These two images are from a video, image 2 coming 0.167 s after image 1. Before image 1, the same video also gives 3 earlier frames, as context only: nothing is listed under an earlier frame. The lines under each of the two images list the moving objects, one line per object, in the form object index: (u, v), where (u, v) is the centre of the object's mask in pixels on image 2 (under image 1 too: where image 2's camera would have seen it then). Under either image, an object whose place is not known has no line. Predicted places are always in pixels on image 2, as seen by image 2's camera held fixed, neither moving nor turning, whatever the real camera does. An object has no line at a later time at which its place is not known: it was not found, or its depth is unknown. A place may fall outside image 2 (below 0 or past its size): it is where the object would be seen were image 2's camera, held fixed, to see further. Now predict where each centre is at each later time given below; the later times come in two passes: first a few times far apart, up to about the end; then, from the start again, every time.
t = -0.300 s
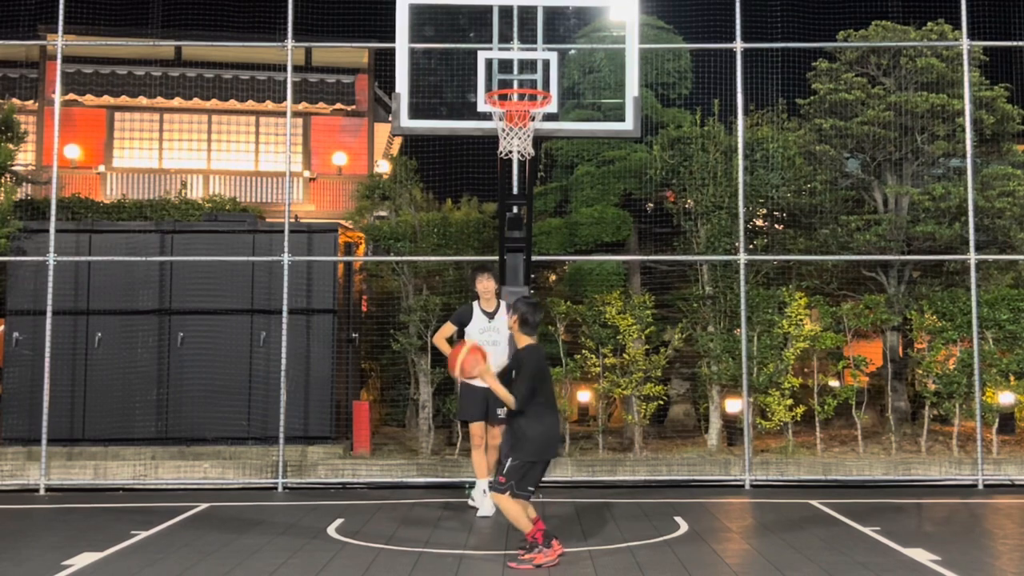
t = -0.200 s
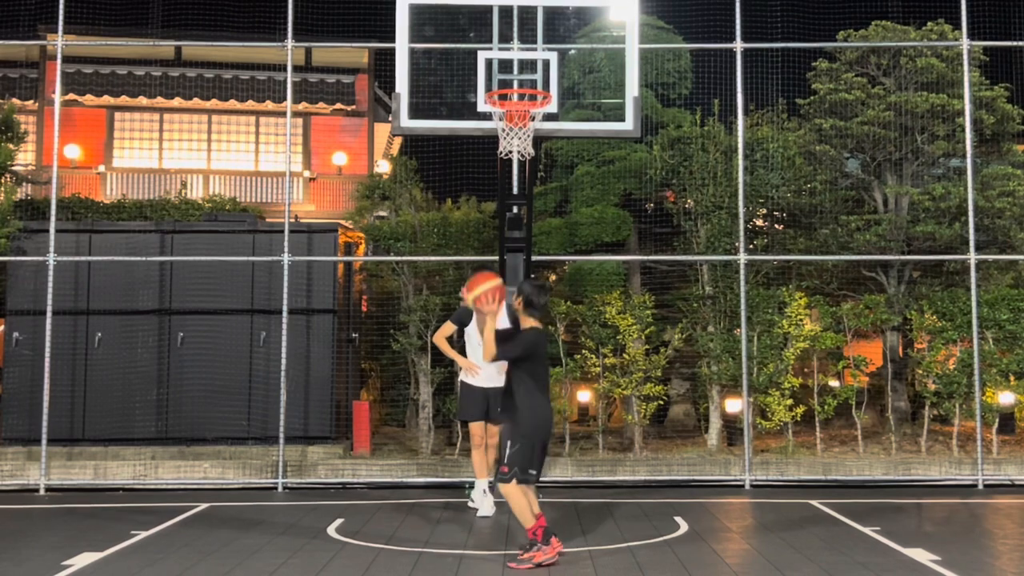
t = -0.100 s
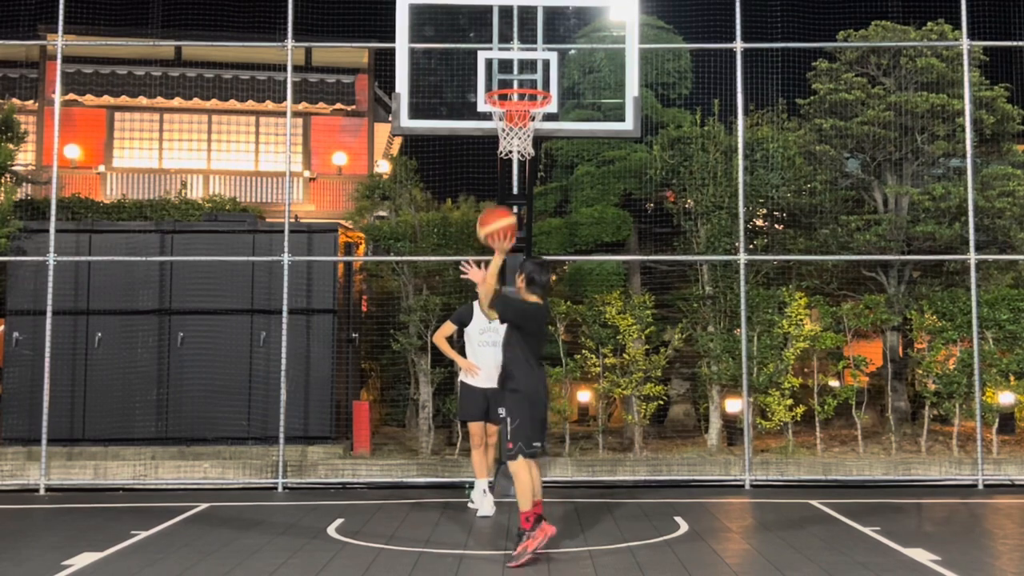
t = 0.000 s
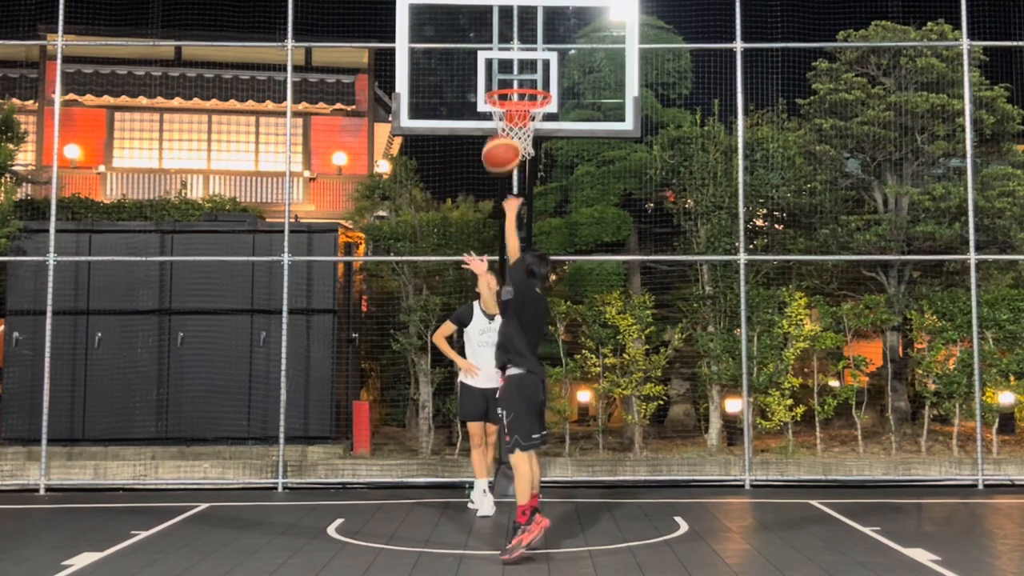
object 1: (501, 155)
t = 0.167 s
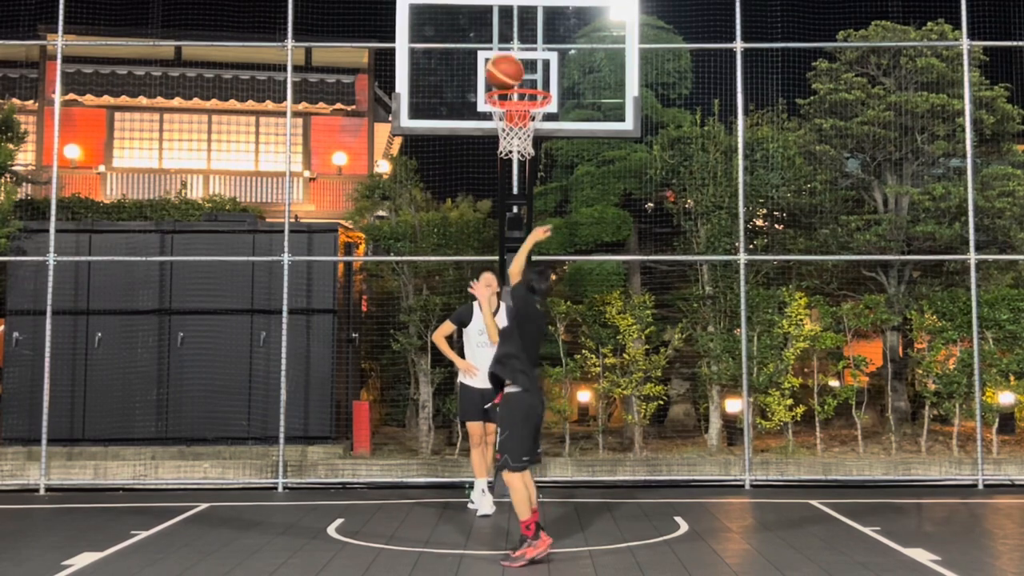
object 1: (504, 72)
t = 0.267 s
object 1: (505, 45)
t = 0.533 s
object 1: (507, 48)
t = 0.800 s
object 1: (510, 65)
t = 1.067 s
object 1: (511, 76)
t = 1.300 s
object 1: (523, 112)
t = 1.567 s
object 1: (523, 124)
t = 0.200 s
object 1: (505, 61)
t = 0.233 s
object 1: (505, 52)
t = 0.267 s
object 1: (505, 45)
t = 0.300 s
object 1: (506, 40)
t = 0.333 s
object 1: (506, 37)
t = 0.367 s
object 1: (506, 35)
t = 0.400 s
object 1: (506, 35)
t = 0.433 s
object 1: (506, 36)
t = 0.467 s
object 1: (507, 39)
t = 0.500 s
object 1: (507, 42)
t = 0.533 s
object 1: (507, 48)
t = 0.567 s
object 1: (508, 56)
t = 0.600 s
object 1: (508, 63)
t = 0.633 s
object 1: (508, 73)
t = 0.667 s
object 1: (508, 80)
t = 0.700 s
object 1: (509, 78)
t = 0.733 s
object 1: (509, 74)
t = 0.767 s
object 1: (510, 69)
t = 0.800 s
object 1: (510, 65)
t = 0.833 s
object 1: (510, 63)
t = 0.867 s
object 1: (511, 62)
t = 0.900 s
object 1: (511, 61)
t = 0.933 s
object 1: (511, 61)
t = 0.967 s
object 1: (511, 63)
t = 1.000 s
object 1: (511, 66)
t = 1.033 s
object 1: (511, 72)
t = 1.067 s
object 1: (511, 76)
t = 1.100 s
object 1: (512, 84)
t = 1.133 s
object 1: (512, 91)
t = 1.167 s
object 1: (514, 91)
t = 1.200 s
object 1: (517, 90)
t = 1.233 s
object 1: (519, 92)
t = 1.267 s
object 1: (520, 110)
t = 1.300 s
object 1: (523, 112)
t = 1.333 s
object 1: (526, 118)
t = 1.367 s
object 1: (528, 119)
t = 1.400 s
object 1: (529, 119)
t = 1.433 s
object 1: (528, 118)
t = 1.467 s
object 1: (528, 118)
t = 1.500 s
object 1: (527, 120)
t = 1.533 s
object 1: (525, 122)
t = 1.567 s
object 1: (523, 124)
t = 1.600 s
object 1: (523, 129)
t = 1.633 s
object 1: (522, 135)
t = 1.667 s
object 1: (519, 155)
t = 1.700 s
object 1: (516, 158)
